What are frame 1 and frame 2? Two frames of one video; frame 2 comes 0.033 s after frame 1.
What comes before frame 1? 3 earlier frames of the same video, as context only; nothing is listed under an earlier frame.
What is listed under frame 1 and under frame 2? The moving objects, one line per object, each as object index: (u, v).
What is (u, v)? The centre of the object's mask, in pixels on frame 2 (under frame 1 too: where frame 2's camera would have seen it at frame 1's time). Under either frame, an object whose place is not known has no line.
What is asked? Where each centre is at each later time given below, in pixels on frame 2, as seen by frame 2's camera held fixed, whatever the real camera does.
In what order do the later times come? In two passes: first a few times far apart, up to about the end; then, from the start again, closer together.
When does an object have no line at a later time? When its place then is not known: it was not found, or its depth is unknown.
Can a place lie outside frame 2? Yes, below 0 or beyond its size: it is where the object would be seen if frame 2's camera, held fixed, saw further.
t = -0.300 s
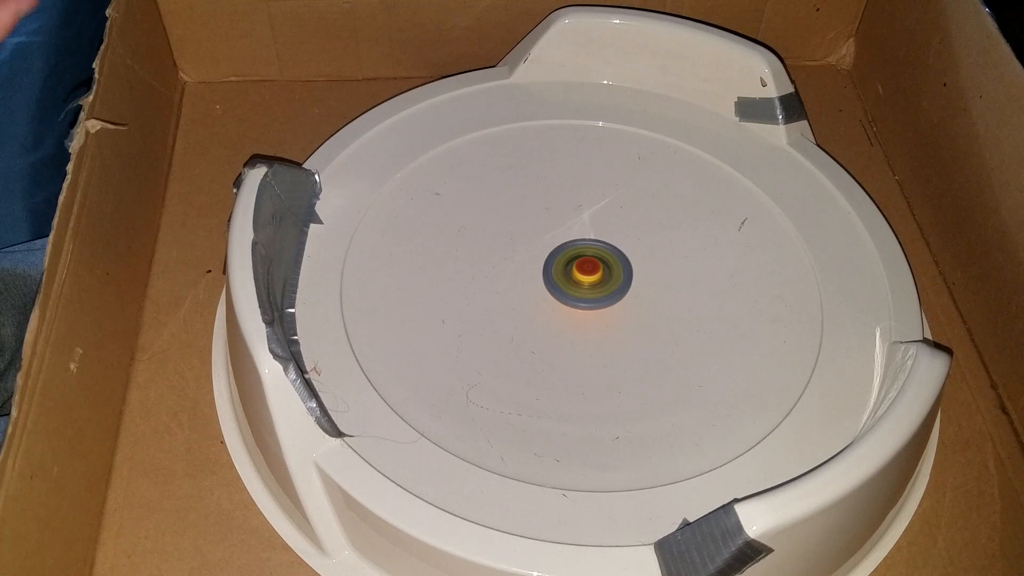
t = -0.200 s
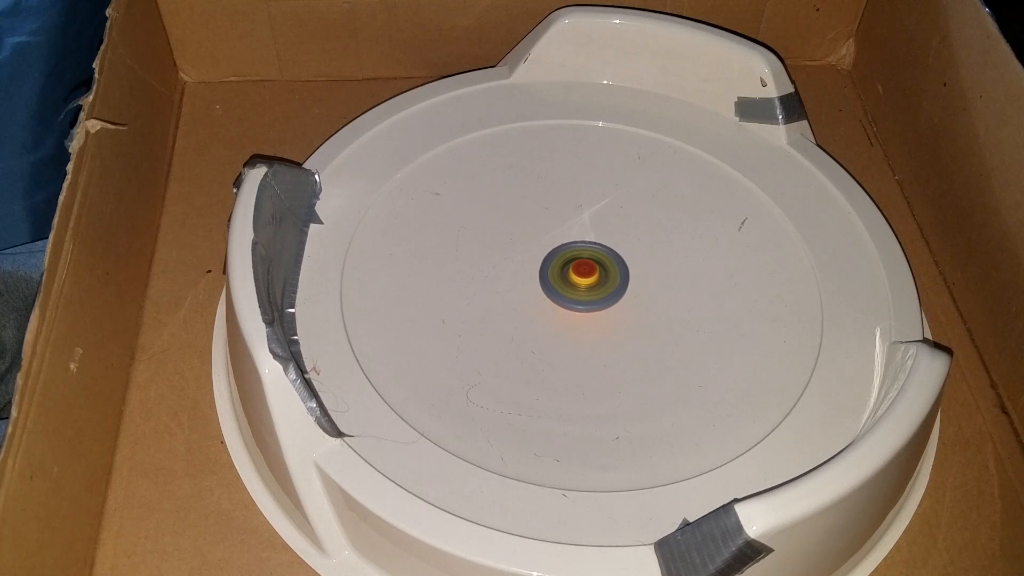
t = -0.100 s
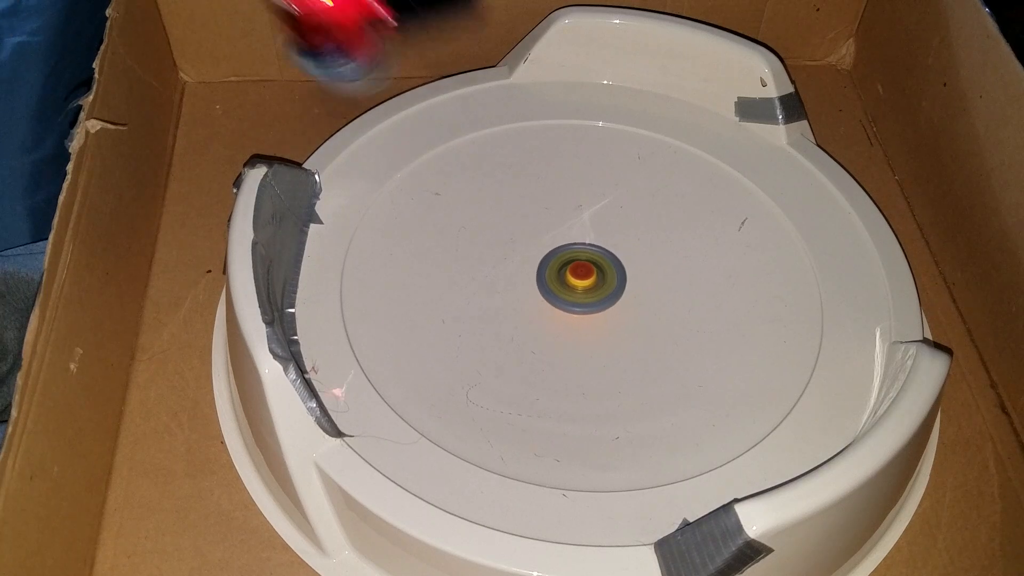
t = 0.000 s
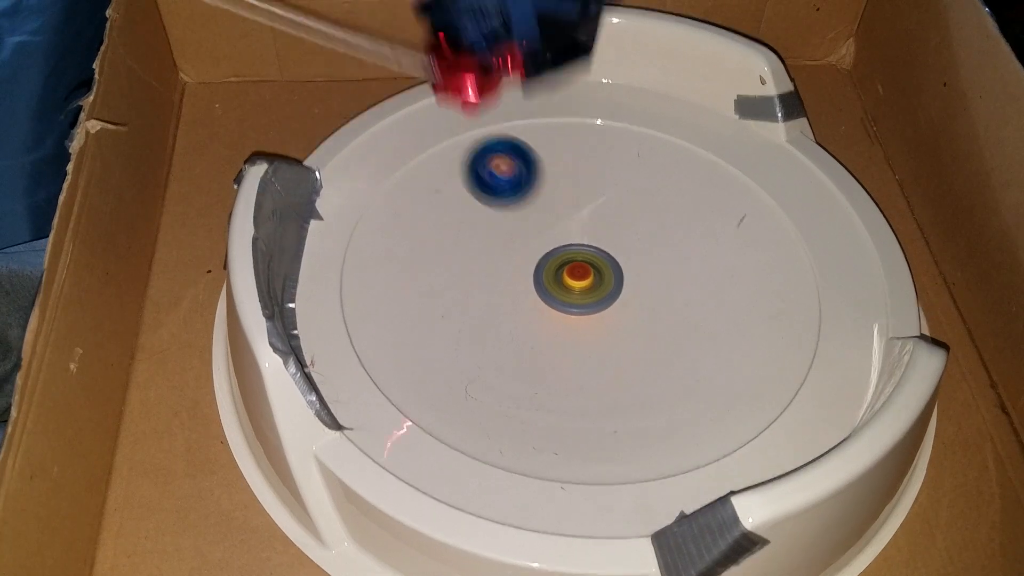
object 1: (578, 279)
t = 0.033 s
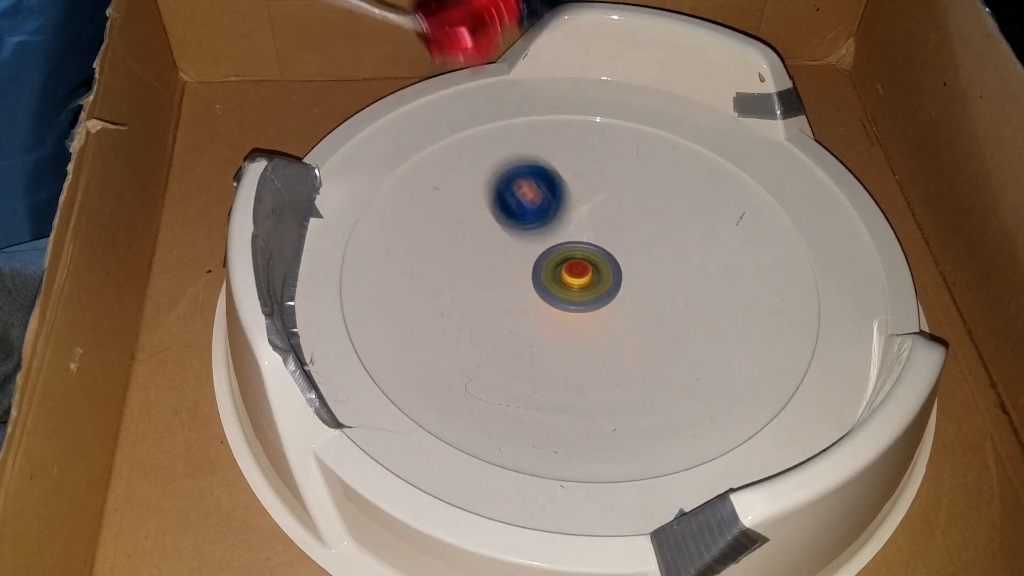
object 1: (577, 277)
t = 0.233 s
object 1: (622, 337)
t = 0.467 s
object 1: (631, 293)
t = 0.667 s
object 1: (618, 278)
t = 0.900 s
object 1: (685, 401)
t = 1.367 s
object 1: (700, 288)
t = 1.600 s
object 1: (651, 264)
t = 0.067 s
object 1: (584, 284)
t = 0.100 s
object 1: (594, 303)
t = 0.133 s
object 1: (603, 316)
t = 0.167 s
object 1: (612, 327)
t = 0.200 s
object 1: (619, 334)
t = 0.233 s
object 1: (622, 337)
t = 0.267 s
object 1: (626, 336)
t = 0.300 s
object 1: (629, 331)
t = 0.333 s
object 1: (630, 324)
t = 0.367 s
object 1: (632, 317)
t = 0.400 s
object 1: (634, 310)
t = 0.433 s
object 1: (632, 301)
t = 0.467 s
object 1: (631, 293)
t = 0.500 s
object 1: (628, 285)
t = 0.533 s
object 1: (624, 277)
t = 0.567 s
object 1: (620, 270)
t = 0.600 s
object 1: (615, 263)
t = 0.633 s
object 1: (608, 257)
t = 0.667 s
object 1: (618, 278)
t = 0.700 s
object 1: (633, 310)
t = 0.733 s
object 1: (645, 340)
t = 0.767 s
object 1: (655, 366)
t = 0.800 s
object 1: (664, 383)
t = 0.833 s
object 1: (672, 396)
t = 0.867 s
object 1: (678, 402)
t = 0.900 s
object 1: (685, 401)
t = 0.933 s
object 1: (691, 396)
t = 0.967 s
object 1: (698, 389)
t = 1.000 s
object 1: (705, 379)
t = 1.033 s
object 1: (711, 370)
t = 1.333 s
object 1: (705, 293)
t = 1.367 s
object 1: (700, 288)
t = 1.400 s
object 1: (694, 283)
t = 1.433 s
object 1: (687, 279)
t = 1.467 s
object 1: (680, 274)
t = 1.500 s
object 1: (673, 271)
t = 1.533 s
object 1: (666, 268)
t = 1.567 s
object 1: (659, 267)
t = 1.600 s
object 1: (651, 264)
